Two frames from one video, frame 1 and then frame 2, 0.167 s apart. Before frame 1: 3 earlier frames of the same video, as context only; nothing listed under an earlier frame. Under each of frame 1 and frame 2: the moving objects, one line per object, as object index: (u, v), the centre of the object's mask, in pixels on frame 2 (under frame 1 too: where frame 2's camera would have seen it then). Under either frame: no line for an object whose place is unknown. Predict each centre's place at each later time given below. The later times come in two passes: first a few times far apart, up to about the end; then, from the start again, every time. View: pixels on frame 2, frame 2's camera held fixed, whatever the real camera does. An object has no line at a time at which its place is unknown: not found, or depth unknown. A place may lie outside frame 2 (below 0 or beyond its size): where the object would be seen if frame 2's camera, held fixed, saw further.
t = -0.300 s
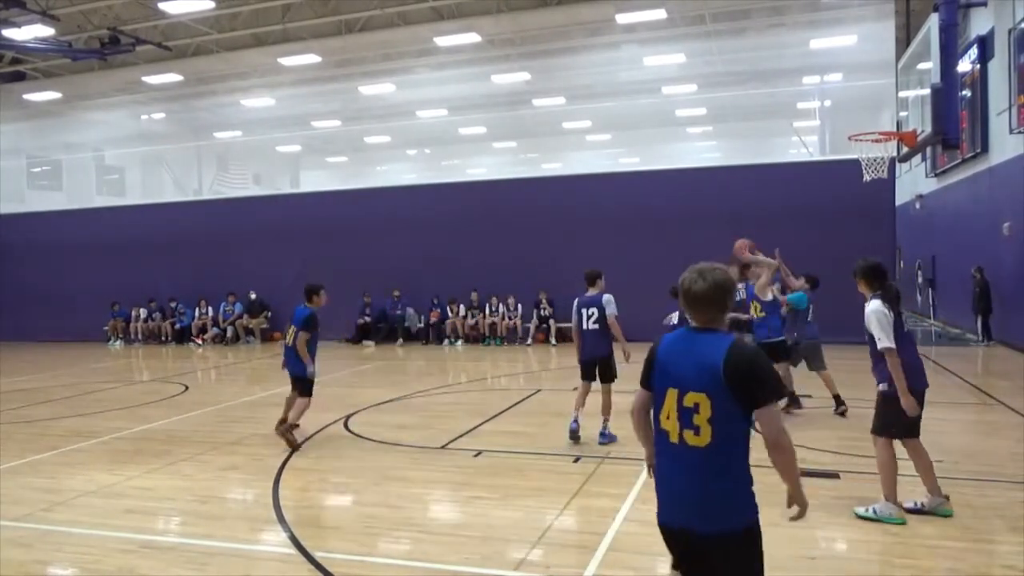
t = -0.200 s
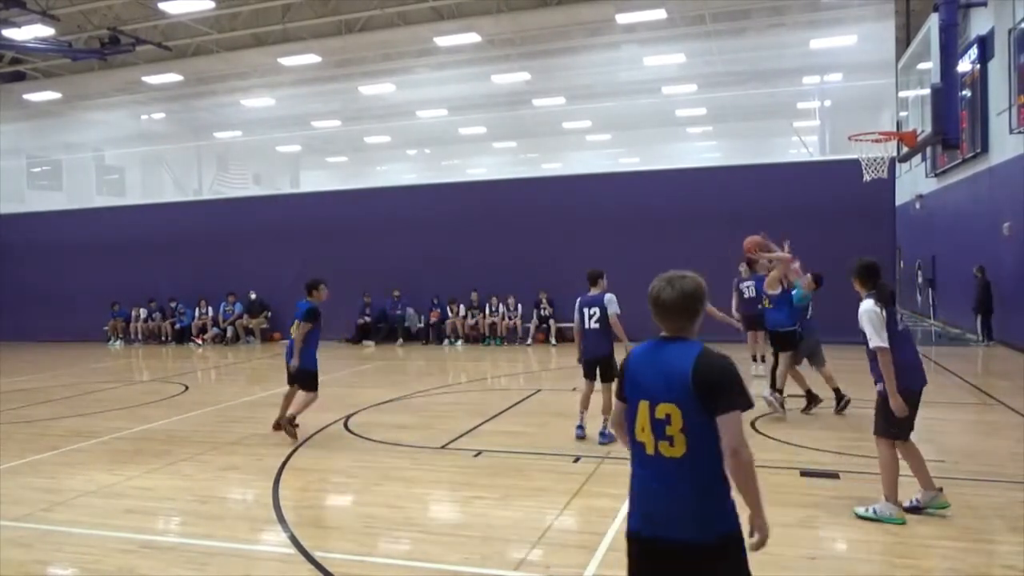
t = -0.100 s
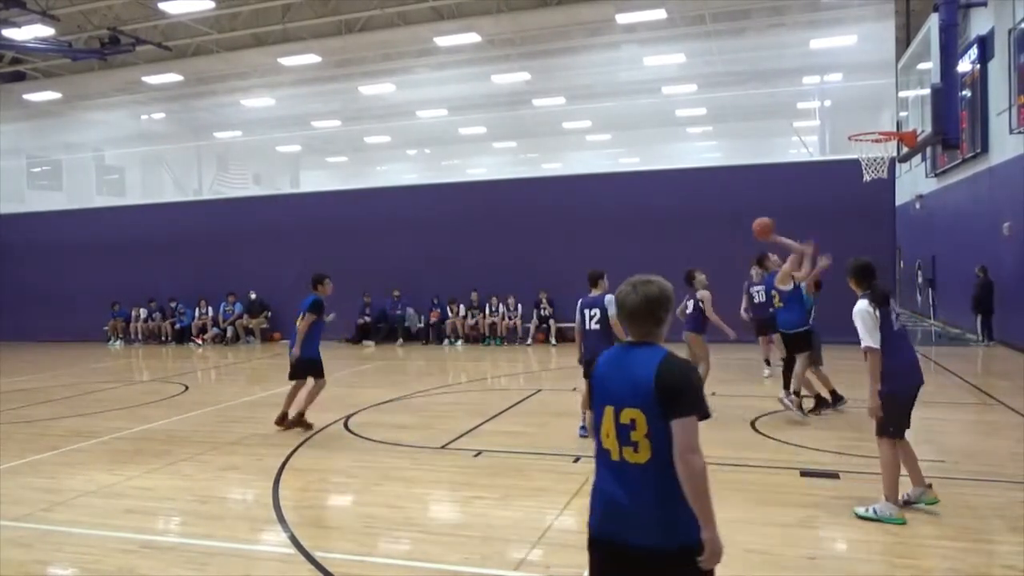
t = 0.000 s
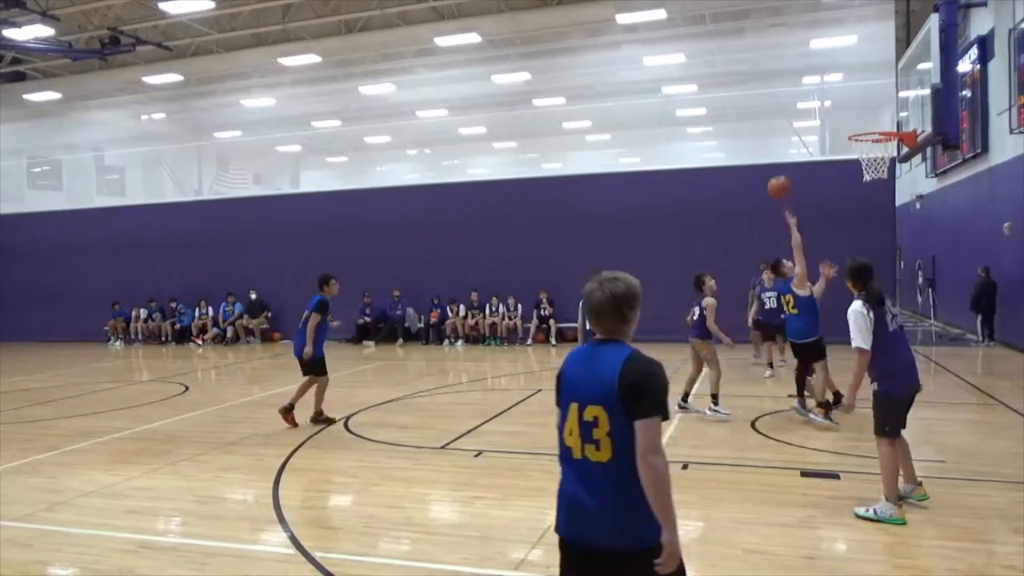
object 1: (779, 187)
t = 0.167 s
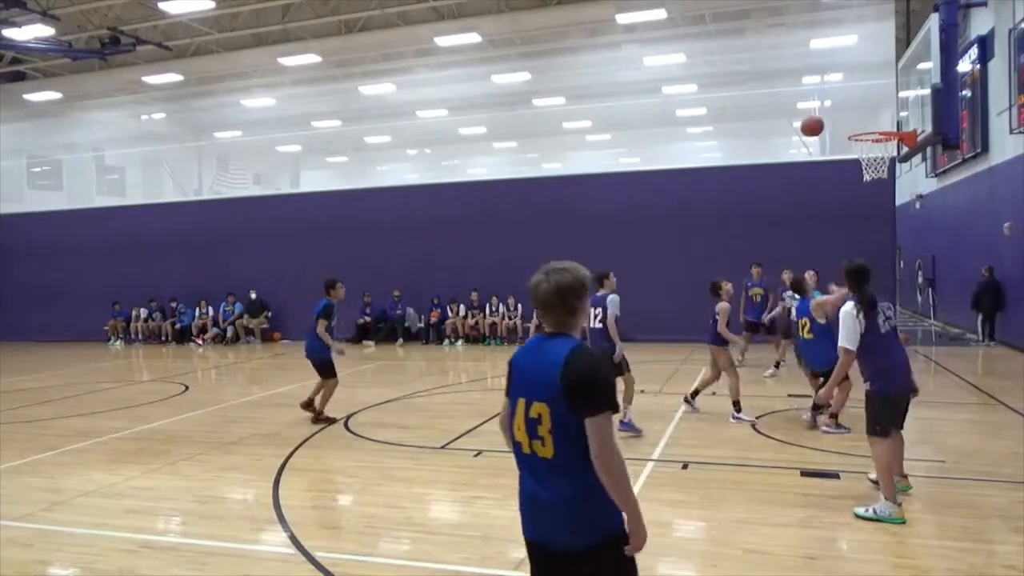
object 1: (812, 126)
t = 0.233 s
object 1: (825, 109)
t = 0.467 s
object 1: (872, 80)
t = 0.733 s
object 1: (874, 109)
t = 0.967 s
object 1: (836, 120)
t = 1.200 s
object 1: (799, 141)
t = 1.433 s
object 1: (766, 207)
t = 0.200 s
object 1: (818, 117)
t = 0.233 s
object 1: (825, 109)
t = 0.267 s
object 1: (832, 102)
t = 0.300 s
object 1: (838, 95)
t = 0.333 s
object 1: (845, 90)
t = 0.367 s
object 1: (852, 86)
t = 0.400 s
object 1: (858, 83)
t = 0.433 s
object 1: (865, 81)
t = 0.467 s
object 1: (872, 80)
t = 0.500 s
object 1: (878, 80)
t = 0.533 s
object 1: (885, 81)
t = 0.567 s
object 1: (892, 83)
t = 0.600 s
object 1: (896, 86)
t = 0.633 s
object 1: (891, 90)
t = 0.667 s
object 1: (885, 95)
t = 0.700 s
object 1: (880, 102)
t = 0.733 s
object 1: (874, 109)
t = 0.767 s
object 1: (869, 117)
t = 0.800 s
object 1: (863, 125)
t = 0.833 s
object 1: (857, 127)
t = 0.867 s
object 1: (852, 125)
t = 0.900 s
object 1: (846, 122)
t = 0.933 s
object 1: (841, 120)
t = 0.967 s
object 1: (836, 120)
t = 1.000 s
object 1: (830, 120)
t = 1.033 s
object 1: (825, 121)
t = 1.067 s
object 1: (820, 123)
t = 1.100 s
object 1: (815, 126)
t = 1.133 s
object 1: (809, 131)
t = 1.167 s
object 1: (804, 136)
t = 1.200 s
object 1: (799, 141)
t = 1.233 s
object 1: (794, 148)
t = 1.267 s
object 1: (789, 156)
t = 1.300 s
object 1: (784, 164)
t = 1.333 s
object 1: (779, 174)
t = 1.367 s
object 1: (774, 184)
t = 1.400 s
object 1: (769, 195)
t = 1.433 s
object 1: (766, 207)
